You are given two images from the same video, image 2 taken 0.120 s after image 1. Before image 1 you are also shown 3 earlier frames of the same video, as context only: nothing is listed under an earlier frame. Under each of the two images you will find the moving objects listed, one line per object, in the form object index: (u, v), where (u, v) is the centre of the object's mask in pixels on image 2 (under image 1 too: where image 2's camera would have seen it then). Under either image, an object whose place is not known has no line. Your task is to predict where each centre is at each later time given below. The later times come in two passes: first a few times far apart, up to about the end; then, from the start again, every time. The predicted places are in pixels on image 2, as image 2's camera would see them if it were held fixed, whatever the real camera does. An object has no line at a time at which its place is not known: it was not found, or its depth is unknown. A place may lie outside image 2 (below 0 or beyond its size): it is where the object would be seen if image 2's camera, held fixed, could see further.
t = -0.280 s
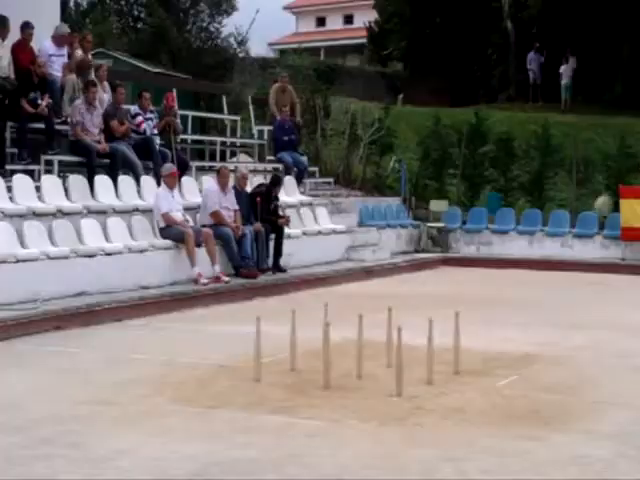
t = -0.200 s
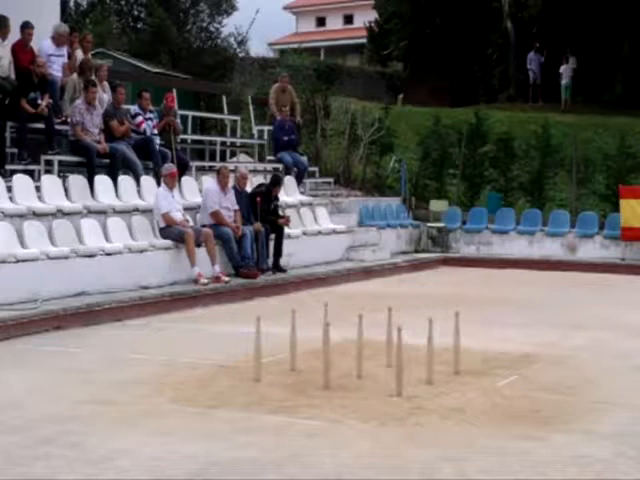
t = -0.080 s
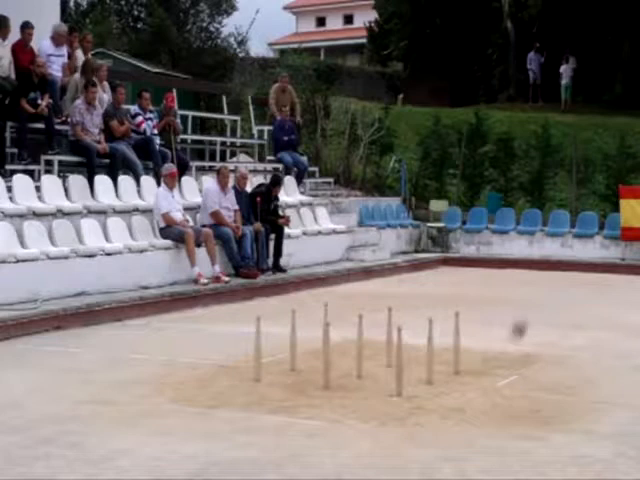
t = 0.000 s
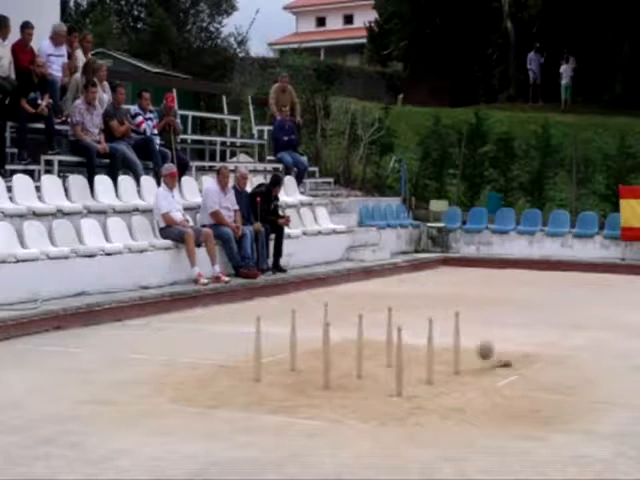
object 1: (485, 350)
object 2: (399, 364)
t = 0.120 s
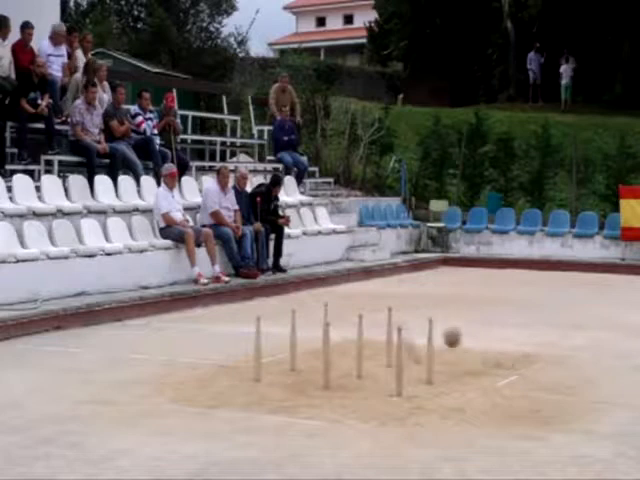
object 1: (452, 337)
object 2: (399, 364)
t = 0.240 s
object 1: (429, 334)
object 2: (399, 364)
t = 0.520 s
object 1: (389, 373)
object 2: (353, 386)
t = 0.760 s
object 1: (368, 402)
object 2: (314, 391)
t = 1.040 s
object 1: (347, 415)
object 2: (267, 395)
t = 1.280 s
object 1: (326, 428)
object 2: (238, 401)
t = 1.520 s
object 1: (305, 438)
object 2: (209, 405)
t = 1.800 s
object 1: (276, 454)
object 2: (181, 409)
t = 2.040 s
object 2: (162, 411)
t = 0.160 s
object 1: (444, 335)
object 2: (399, 364)
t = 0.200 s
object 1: (437, 334)
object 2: (399, 363)
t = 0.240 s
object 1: (429, 334)
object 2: (399, 364)
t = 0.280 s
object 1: (422, 336)
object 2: (399, 364)
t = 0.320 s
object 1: (416, 339)
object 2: (399, 364)
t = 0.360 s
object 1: (409, 344)
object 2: (399, 364)
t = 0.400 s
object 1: (403, 351)
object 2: (394, 367)
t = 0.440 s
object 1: (398, 359)
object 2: (383, 368)
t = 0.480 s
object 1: (393, 364)
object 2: (377, 385)
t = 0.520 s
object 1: (389, 373)
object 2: (353, 386)
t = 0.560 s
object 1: (383, 385)
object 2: (346, 387)
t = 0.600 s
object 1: (379, 394)
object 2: (343, 389)
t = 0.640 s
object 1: (377, 395)
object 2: (338, 388)
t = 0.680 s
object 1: (374, 398)
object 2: (331, 389)
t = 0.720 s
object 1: (371, 400)
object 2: (322, 390)
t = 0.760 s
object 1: (368, 402)
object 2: (314, 391)
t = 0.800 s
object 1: (365, 404)
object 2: (307, 391)
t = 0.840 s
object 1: (363, 406)
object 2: (301, 392)
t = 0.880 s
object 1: (360, 407)
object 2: (293, 393)
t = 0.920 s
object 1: (357, 409)
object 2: (285, 393)
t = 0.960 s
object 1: (353, 411)
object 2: (279, 394)
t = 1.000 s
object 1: (350, 413)
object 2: (272, 394)
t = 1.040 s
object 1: (347, 415)
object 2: (267, 395)
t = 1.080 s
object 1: (344, 416)
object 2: (263, 396)
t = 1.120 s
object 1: (341, 418)
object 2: (257, 397)
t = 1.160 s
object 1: (337, 421)
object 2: (252, 398)
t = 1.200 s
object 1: (334, 422)
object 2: (245, 399)
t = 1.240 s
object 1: (330, 425)
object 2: (240, 400)
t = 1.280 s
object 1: (326, 428)
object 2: (238, 401)
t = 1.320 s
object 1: (323, 429)
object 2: (232, 402)
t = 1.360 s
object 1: (319, 431)
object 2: (228, 403)
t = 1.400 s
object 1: (316, 432)
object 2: (223, 404)
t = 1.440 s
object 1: (312, 434)
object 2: (218, 405)
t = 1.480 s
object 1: (309, 436)
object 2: (213, 404)
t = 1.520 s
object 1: (305, 438)
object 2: (209, 405)
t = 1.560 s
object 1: (301, 440)
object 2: (205, 406)
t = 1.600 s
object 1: (298, 441)
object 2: (201, 407)
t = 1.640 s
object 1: (293, 445)
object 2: (198, 408)
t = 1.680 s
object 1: (290, 447)
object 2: (193, 408)
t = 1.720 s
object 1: (285, 449)
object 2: (189, 409)
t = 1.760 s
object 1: (281, 451)
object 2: (186, 409)
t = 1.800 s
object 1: (276, 454)
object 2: (181, 409)
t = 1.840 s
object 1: (272, 456)
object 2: (177, 410)
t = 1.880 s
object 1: (268, 457)
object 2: (175, 410)
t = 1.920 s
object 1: (264, 460)
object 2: (171, 411)
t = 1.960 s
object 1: (260, 463)
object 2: (168, 411)
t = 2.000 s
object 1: (256, 465)
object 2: (165, 411)
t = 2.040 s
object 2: (162, 411)
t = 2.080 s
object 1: (247, 467)
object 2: (160, 411)
